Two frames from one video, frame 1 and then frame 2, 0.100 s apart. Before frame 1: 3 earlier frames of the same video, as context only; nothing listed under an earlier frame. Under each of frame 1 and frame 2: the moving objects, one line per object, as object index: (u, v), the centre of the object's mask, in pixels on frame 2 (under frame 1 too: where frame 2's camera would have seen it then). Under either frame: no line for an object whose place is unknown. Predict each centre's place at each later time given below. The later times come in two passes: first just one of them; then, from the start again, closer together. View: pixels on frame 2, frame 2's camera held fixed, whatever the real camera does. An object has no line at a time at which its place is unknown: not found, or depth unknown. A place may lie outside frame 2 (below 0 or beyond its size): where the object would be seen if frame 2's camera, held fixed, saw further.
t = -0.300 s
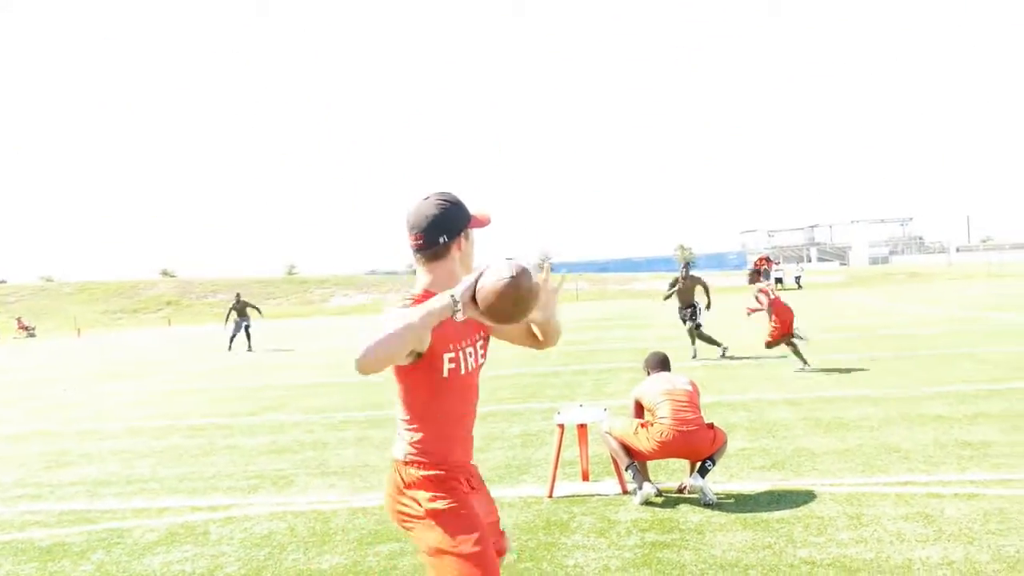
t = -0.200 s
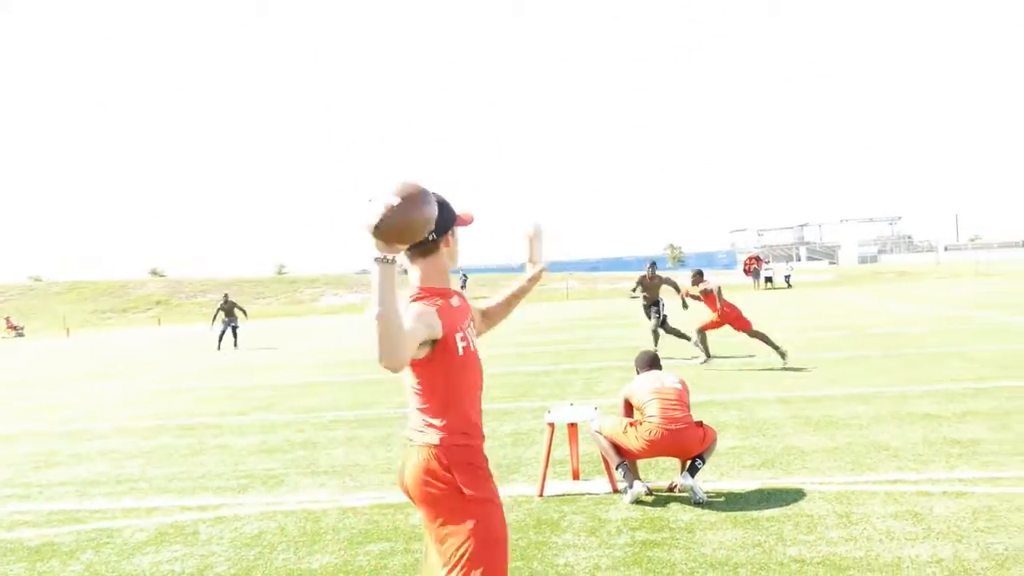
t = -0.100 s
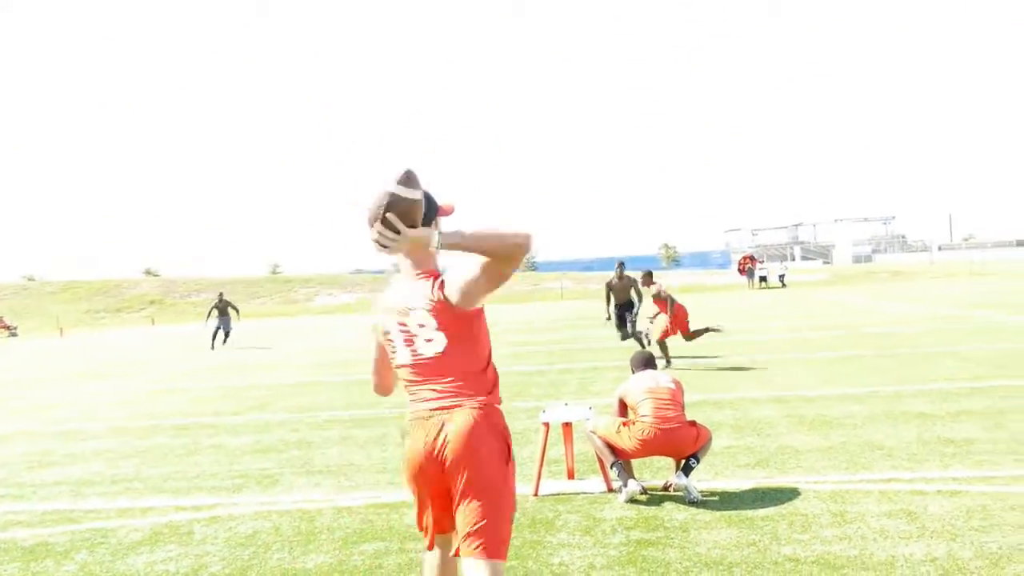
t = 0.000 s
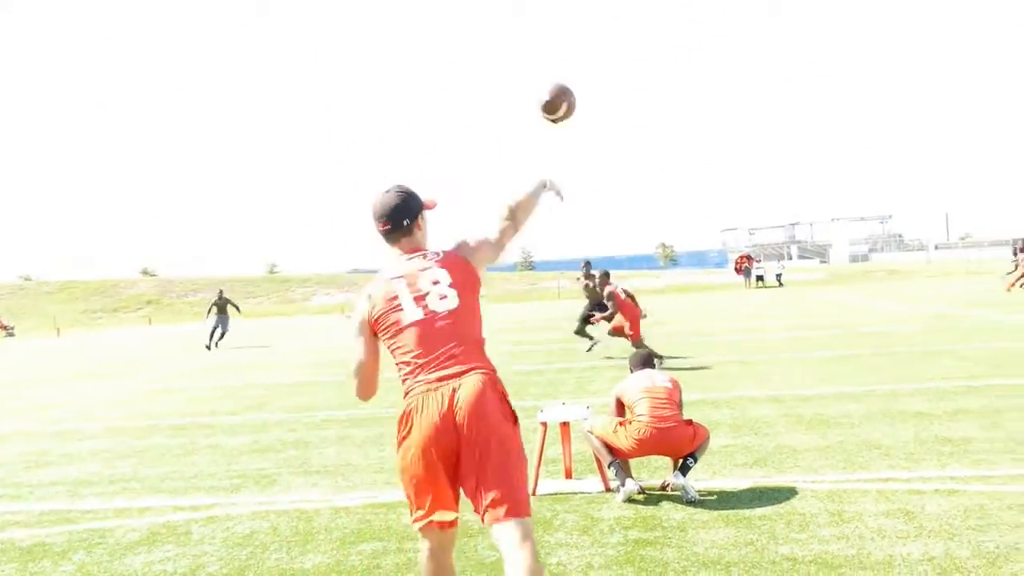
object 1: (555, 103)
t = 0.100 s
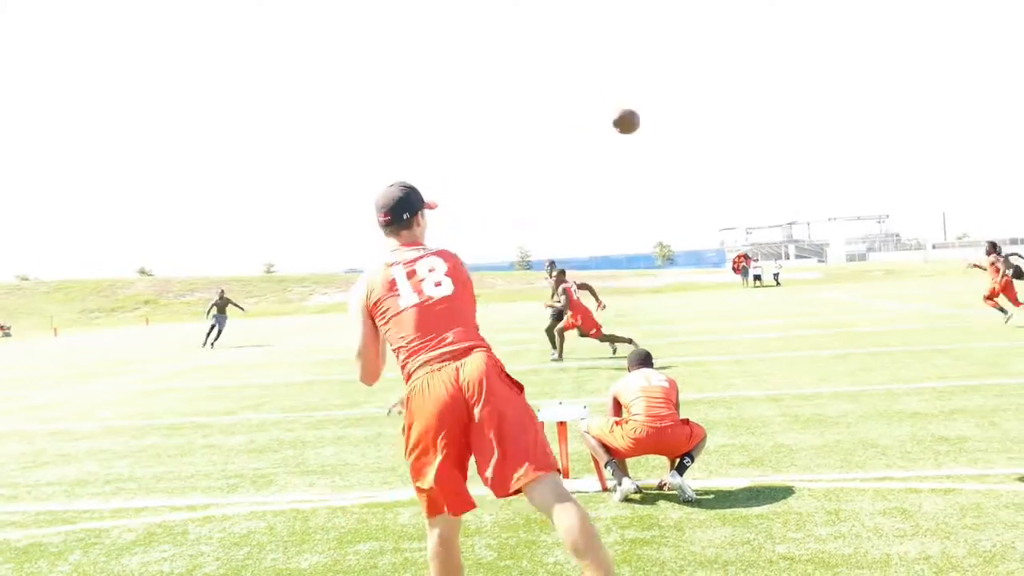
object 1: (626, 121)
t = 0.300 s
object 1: (687, 159)
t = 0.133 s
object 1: (640, 128)
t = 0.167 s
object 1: (654, 134)
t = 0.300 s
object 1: (687, 159)
